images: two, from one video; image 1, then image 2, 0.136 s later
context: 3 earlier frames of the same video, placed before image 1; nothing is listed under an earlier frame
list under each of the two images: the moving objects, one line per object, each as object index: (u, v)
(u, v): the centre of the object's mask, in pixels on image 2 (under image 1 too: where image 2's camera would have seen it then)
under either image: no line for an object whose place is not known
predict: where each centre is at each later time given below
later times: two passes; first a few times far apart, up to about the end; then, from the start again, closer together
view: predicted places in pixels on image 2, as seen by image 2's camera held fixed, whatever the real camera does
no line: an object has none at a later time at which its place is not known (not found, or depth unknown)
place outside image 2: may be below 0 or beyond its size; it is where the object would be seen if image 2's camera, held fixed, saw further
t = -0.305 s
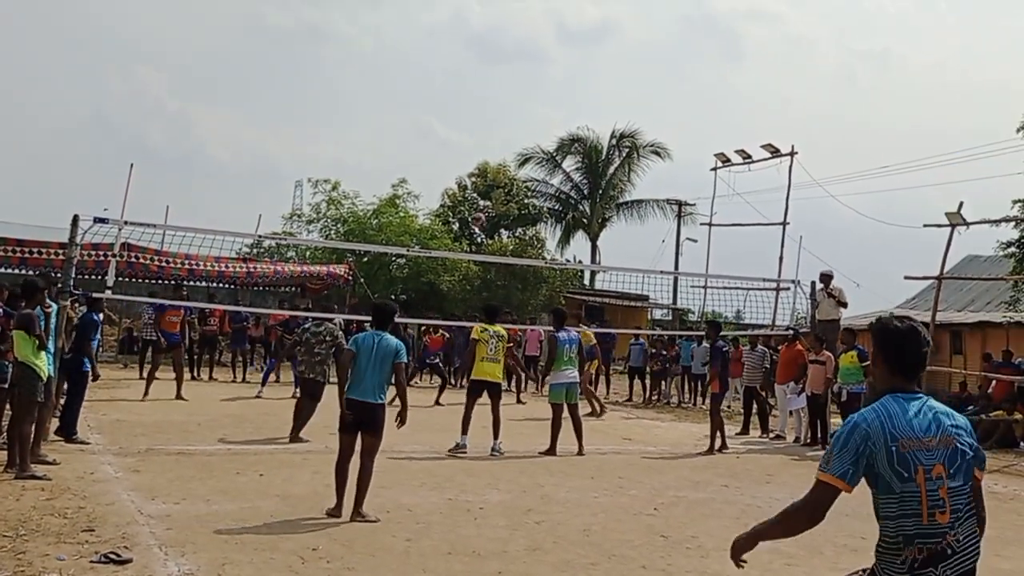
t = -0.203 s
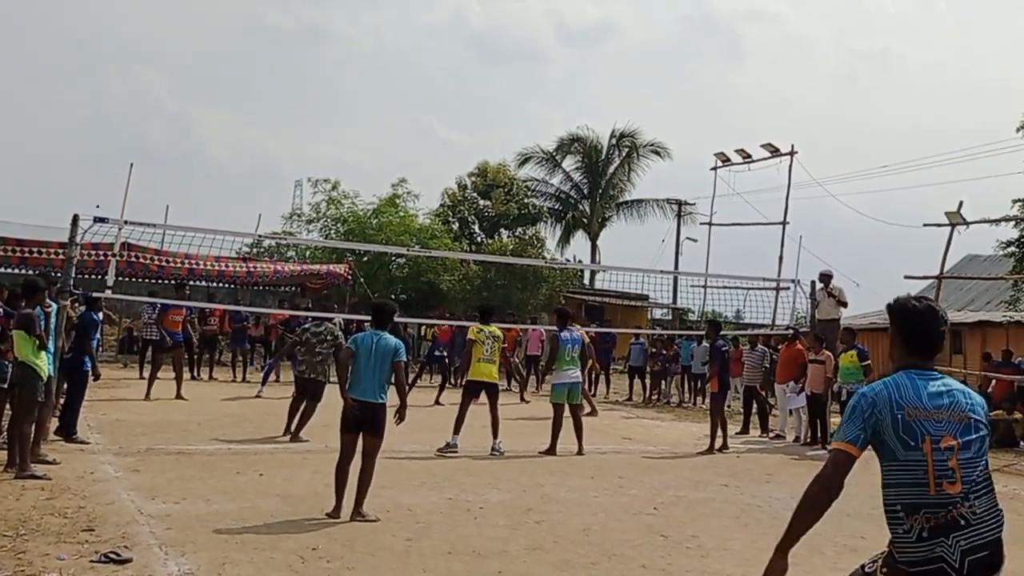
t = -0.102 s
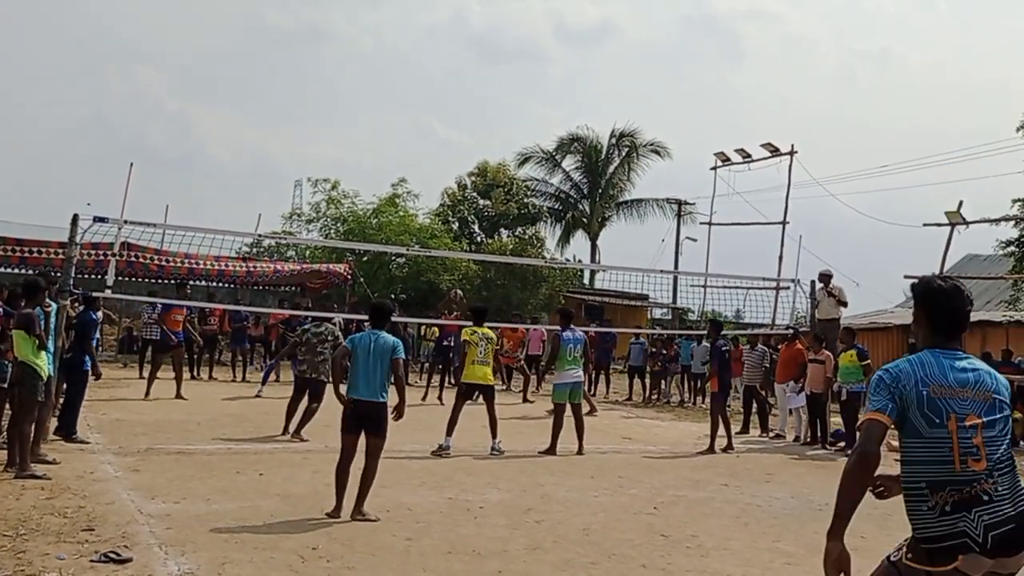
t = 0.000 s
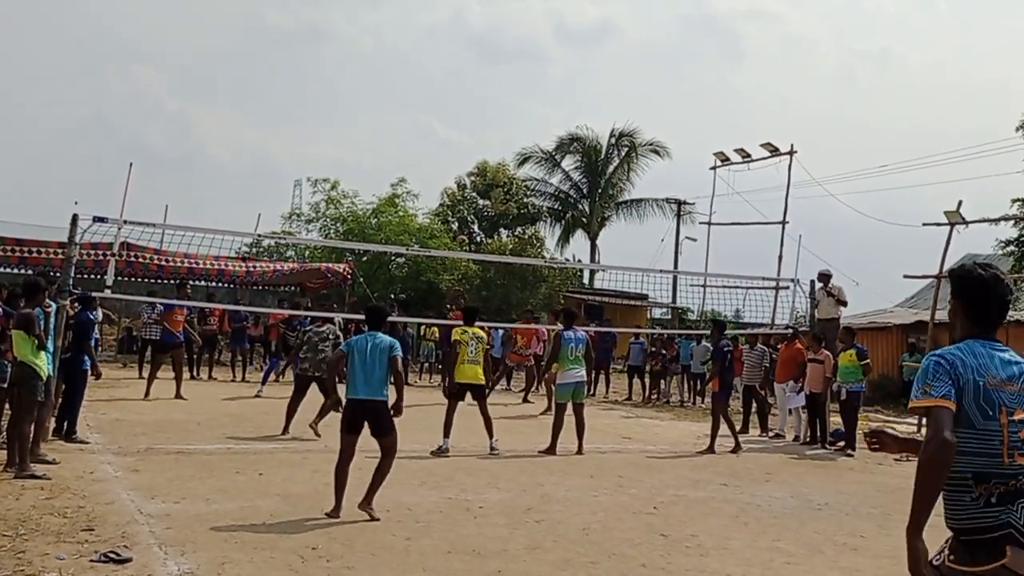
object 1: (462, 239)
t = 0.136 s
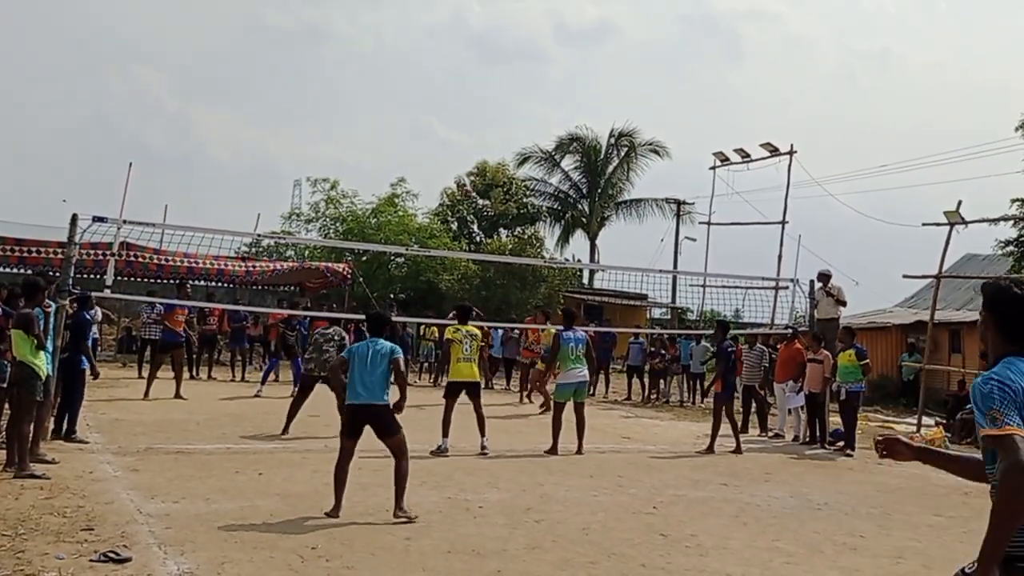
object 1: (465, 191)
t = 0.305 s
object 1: (471, 145)
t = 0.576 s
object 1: (478, 99)
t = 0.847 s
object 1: (482, 95)
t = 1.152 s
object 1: (483, 149)
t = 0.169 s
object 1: (467, 182)
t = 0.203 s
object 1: (468, 172)
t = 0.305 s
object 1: (471, 145)
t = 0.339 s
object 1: (472, 137)
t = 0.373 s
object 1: (473, 129)
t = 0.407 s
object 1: (474, 123)
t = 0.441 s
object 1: (475, 117)
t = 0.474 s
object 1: (476, 111)
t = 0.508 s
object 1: (477, 106)
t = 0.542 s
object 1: (477, 102)
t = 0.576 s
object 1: (478, 99)
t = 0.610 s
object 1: (479, 96)
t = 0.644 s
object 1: (479, 94)
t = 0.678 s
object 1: (480, 92)
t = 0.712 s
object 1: (480, 91)
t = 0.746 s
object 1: (481, 91)
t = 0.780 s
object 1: (481, 92)
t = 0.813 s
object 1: (482, 93)
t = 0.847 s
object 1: (482, 95)
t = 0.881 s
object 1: (482, 98)
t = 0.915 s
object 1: (483, 101)
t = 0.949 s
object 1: (483, 106)
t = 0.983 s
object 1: (483, 111)
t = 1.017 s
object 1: (483, 117)
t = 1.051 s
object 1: (483, 124)
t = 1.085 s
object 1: (483, 131)
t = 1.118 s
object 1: (483, 139)
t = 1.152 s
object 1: (483, 149)
